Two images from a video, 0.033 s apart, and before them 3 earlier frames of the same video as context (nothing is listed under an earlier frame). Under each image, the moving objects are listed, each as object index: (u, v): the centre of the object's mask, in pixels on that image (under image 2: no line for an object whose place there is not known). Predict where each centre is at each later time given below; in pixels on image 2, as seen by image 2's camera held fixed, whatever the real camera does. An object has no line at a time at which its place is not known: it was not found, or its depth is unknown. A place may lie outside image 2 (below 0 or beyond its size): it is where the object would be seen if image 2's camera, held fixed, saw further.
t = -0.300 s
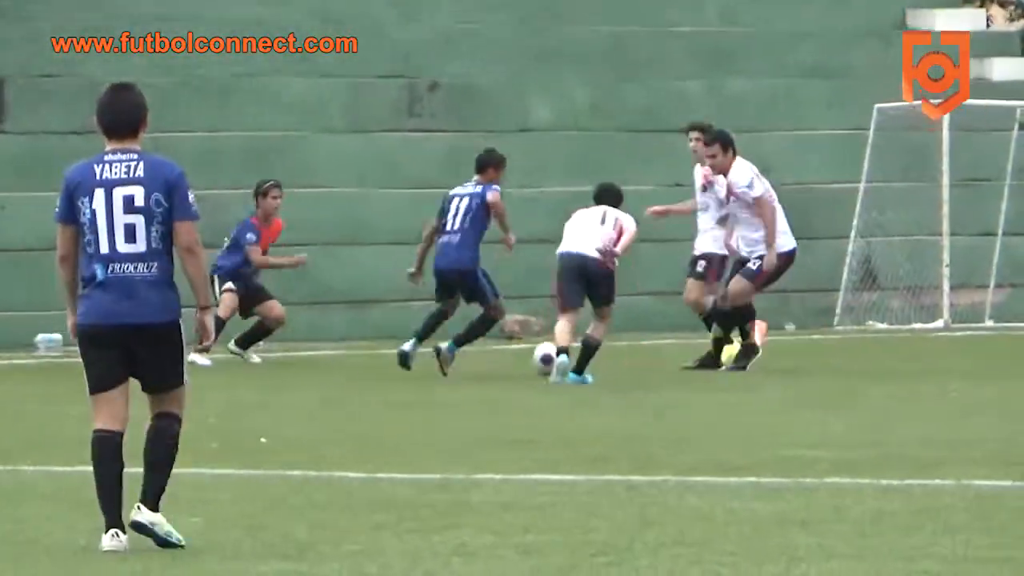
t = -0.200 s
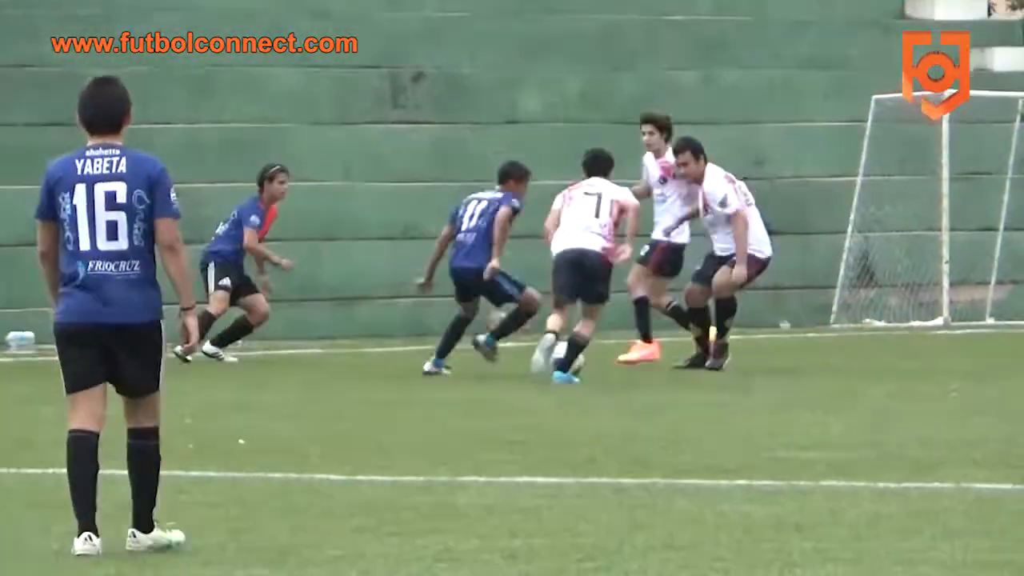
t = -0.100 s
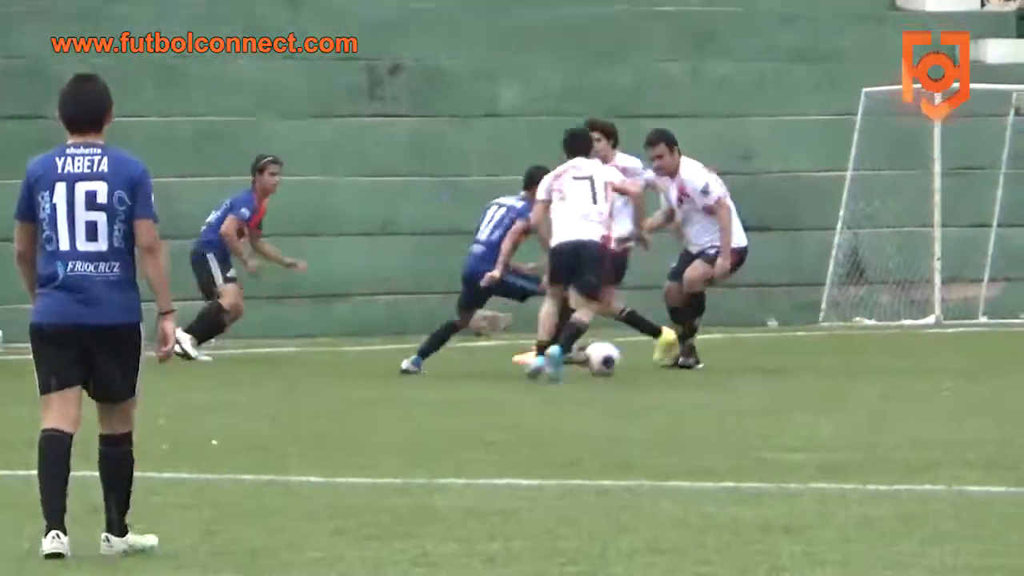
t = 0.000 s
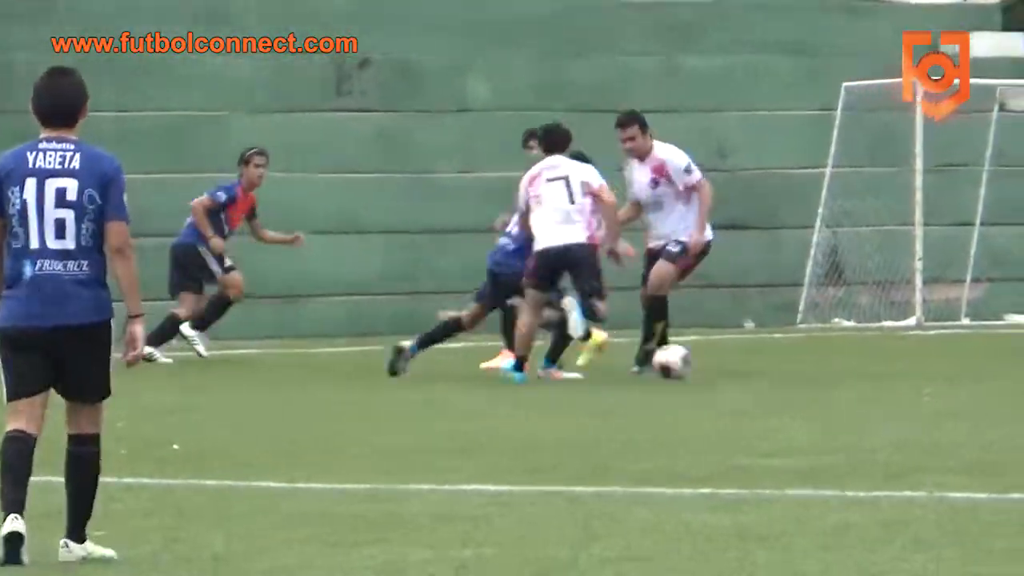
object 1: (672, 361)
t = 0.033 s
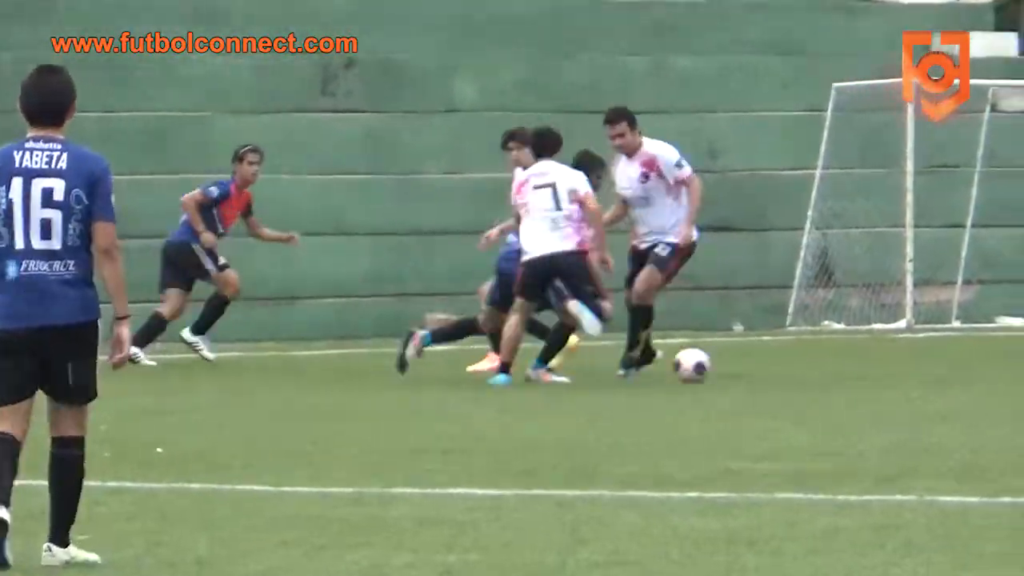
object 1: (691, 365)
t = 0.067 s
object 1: (720, 363)
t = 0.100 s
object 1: (748, 363)
